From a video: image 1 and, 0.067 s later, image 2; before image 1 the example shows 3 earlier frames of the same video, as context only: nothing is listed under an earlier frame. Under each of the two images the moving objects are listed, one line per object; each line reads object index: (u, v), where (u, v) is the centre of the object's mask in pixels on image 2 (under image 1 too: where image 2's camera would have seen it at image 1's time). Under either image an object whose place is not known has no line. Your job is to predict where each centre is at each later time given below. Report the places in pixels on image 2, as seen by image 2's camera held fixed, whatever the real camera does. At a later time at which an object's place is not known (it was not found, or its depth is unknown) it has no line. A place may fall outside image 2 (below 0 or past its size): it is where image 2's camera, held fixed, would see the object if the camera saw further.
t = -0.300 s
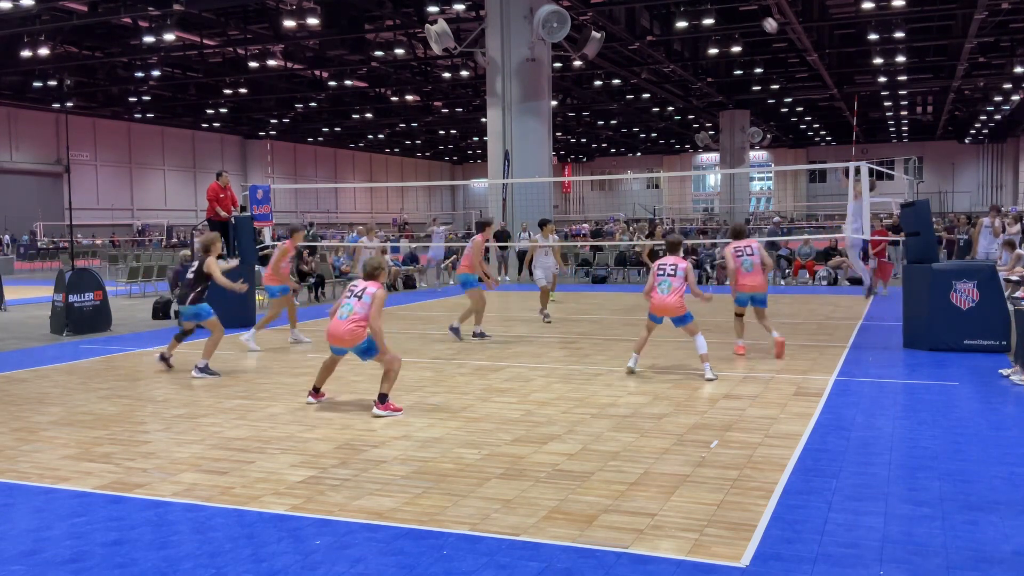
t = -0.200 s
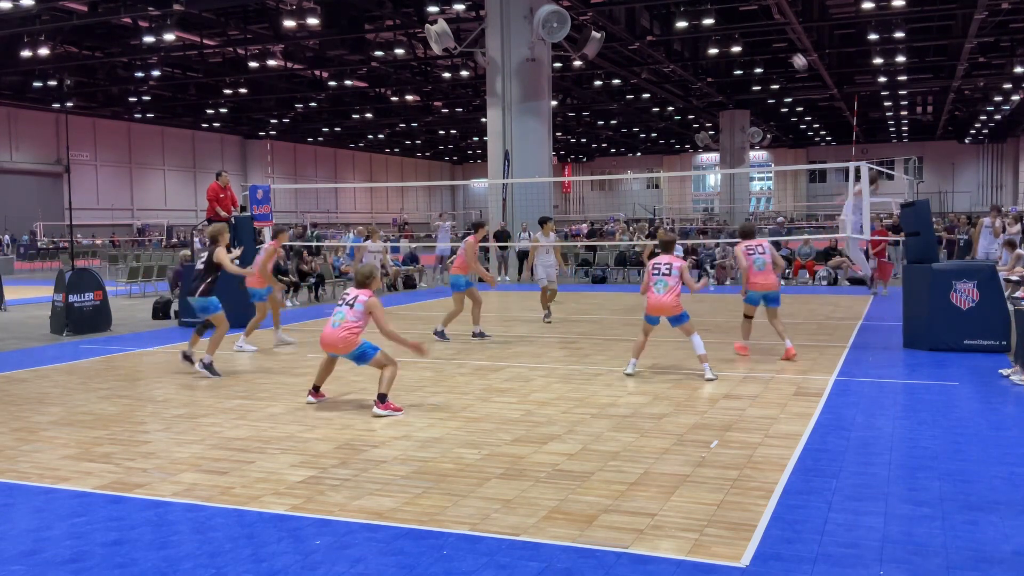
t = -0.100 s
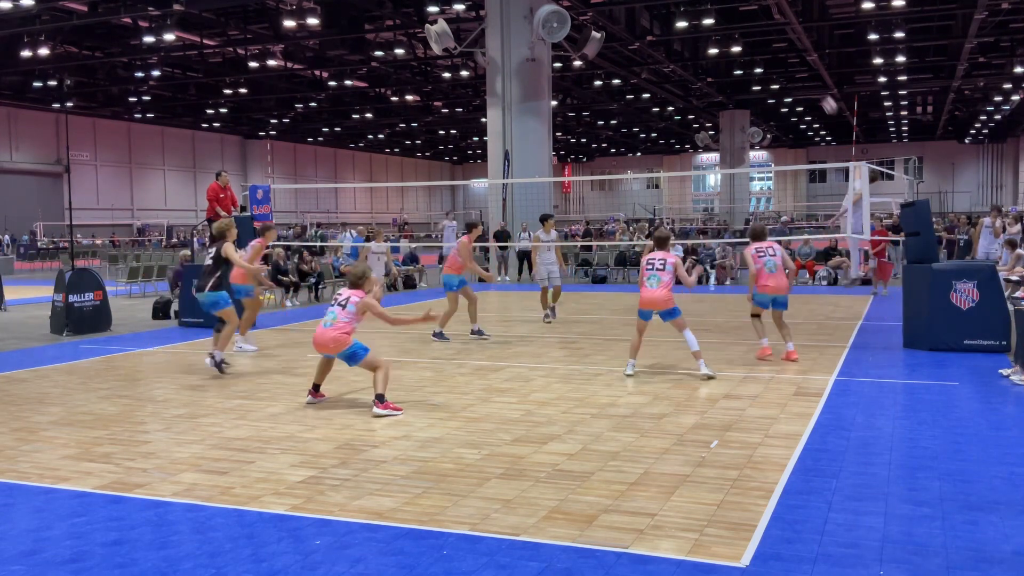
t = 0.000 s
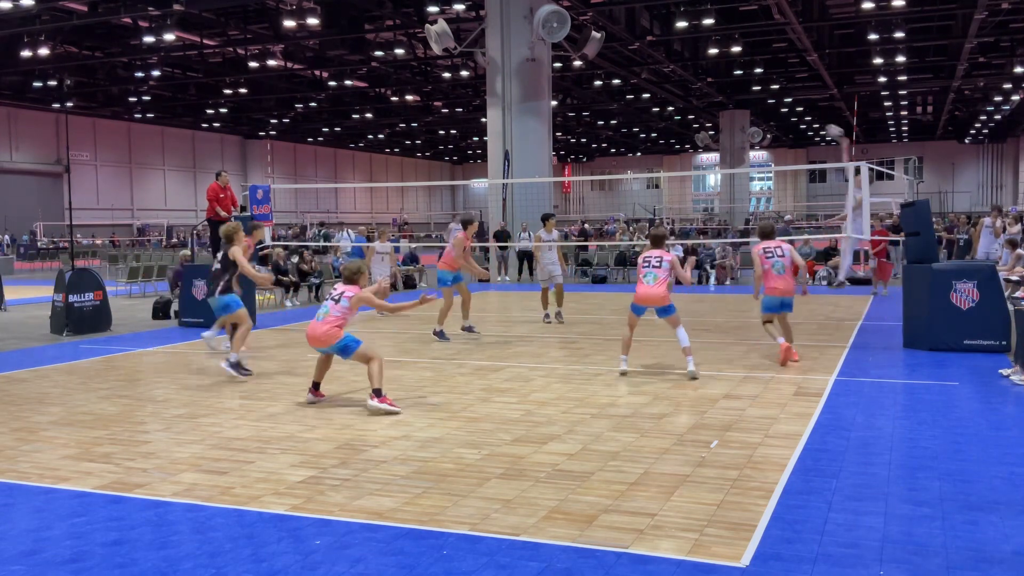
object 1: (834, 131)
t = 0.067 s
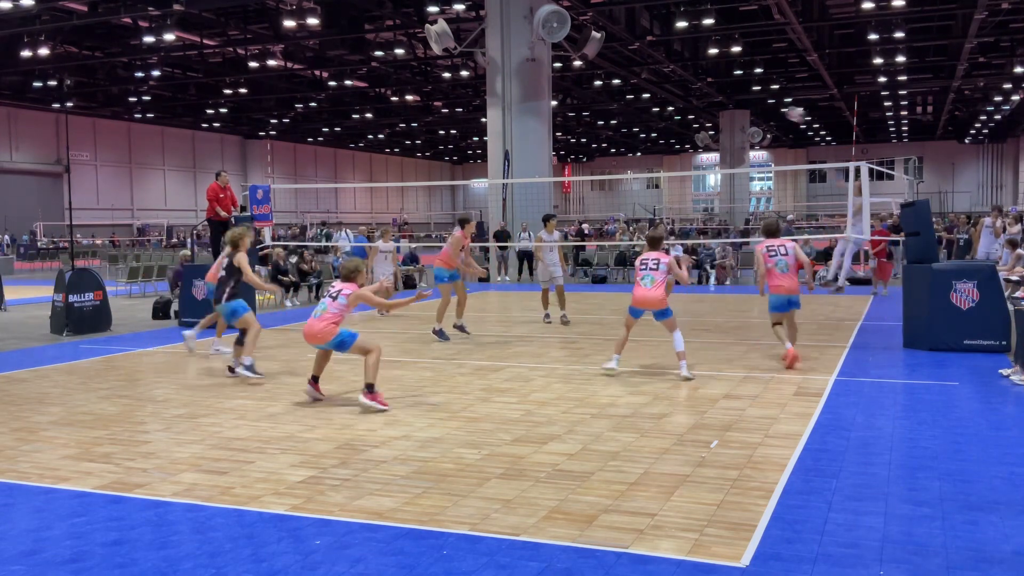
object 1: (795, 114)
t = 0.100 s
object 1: (776, 107)
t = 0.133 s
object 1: (756, 100)
